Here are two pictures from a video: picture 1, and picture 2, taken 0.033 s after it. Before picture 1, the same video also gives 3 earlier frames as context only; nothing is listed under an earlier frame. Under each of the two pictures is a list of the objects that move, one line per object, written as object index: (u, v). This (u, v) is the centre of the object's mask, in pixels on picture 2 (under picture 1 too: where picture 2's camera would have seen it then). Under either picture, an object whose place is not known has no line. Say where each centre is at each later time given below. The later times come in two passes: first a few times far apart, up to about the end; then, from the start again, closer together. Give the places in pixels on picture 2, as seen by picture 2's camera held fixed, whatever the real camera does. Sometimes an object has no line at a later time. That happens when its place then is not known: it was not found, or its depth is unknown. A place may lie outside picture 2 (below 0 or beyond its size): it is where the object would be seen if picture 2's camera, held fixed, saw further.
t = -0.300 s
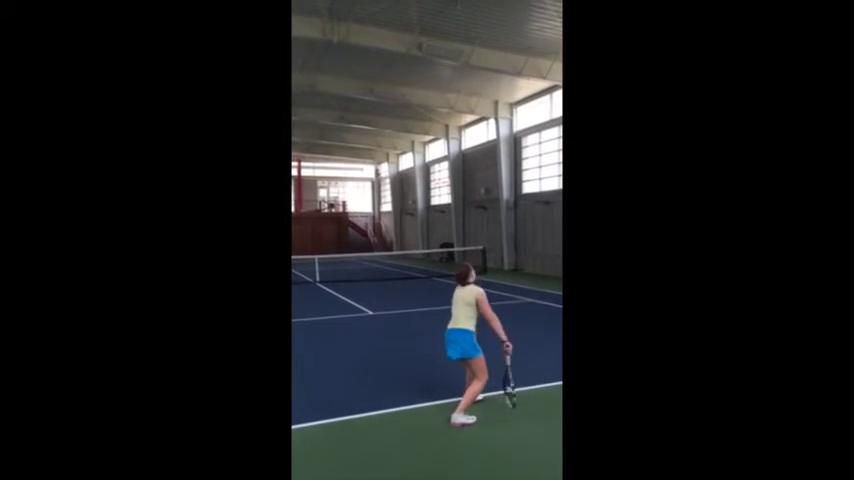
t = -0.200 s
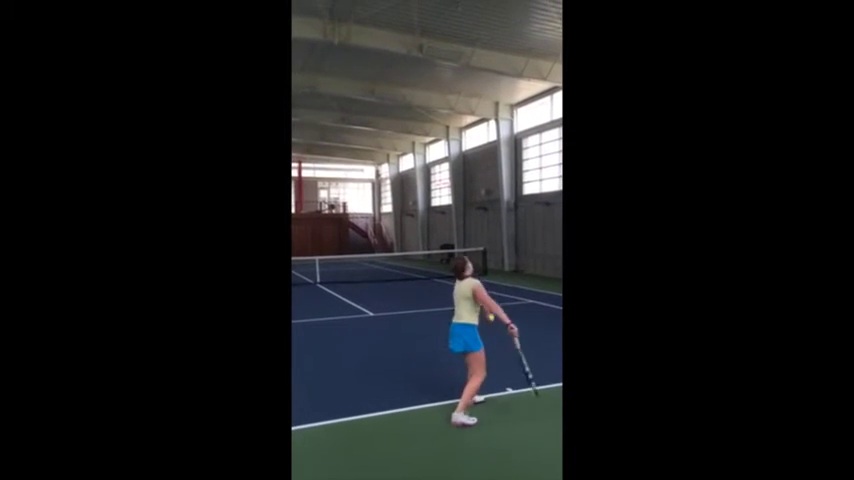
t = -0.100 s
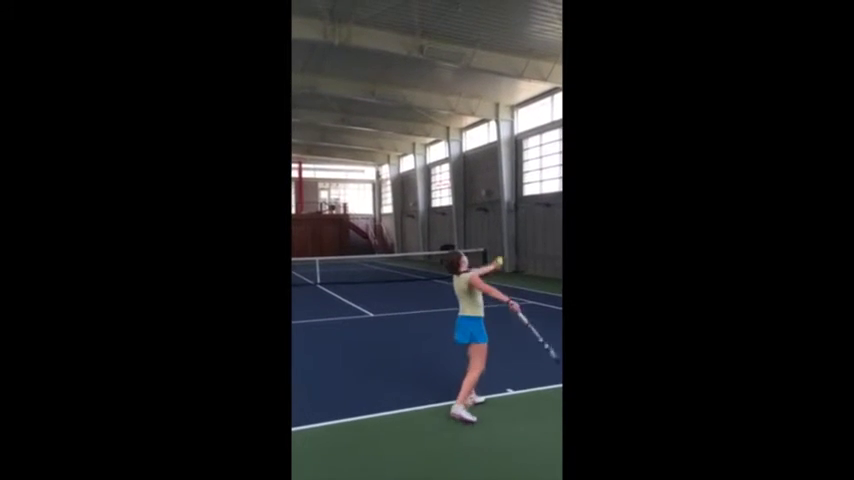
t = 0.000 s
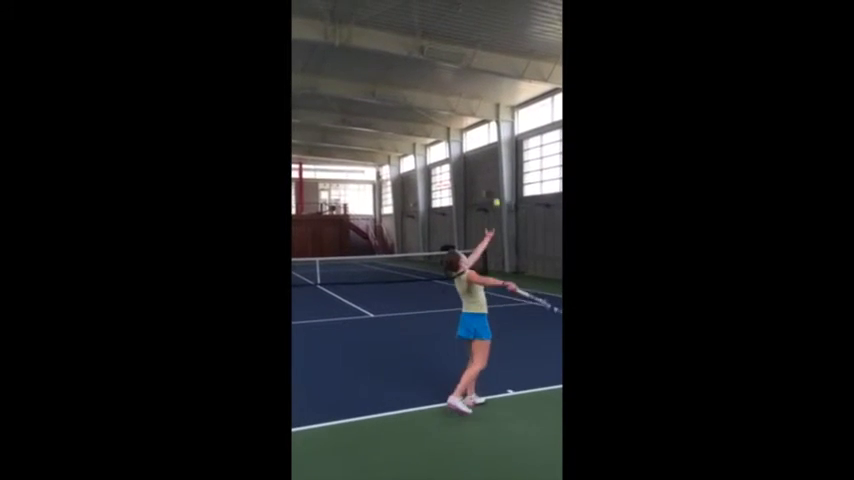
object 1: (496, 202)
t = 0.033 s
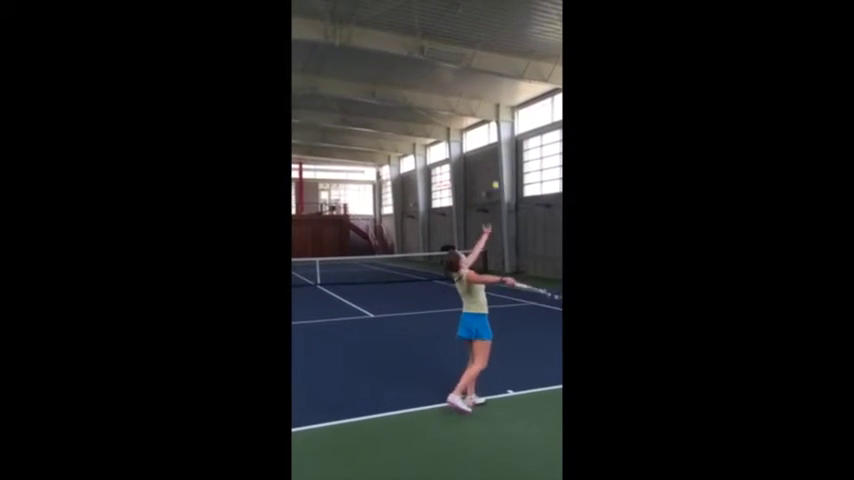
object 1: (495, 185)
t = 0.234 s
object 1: (489, 100)
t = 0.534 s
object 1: (480, 44)
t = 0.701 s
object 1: (475, 46)
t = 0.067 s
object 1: (494, 169)
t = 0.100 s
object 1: (493, 153)
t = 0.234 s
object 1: (489, 100)
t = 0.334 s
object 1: (486, 73)
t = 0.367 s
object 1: (485, 66)
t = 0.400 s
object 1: (484, 60)
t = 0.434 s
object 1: (482, 54)
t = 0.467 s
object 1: (482, 50)
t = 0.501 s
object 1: (481, 47)
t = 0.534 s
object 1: (480, 44)
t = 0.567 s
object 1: (479, 43)
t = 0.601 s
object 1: (478, 42)
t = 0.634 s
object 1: (478, 43)
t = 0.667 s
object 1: (476, 44)
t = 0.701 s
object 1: (475, 46)
